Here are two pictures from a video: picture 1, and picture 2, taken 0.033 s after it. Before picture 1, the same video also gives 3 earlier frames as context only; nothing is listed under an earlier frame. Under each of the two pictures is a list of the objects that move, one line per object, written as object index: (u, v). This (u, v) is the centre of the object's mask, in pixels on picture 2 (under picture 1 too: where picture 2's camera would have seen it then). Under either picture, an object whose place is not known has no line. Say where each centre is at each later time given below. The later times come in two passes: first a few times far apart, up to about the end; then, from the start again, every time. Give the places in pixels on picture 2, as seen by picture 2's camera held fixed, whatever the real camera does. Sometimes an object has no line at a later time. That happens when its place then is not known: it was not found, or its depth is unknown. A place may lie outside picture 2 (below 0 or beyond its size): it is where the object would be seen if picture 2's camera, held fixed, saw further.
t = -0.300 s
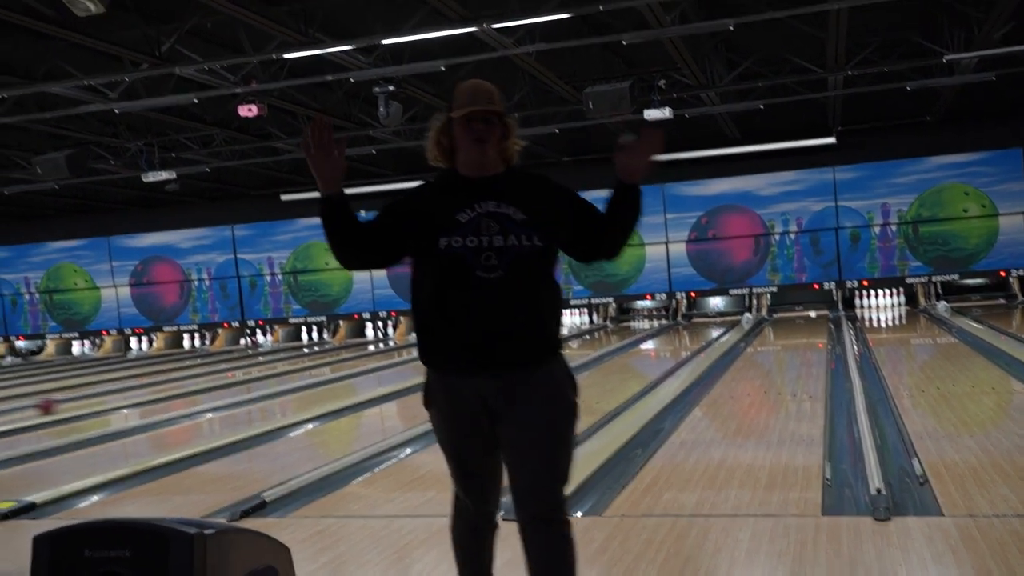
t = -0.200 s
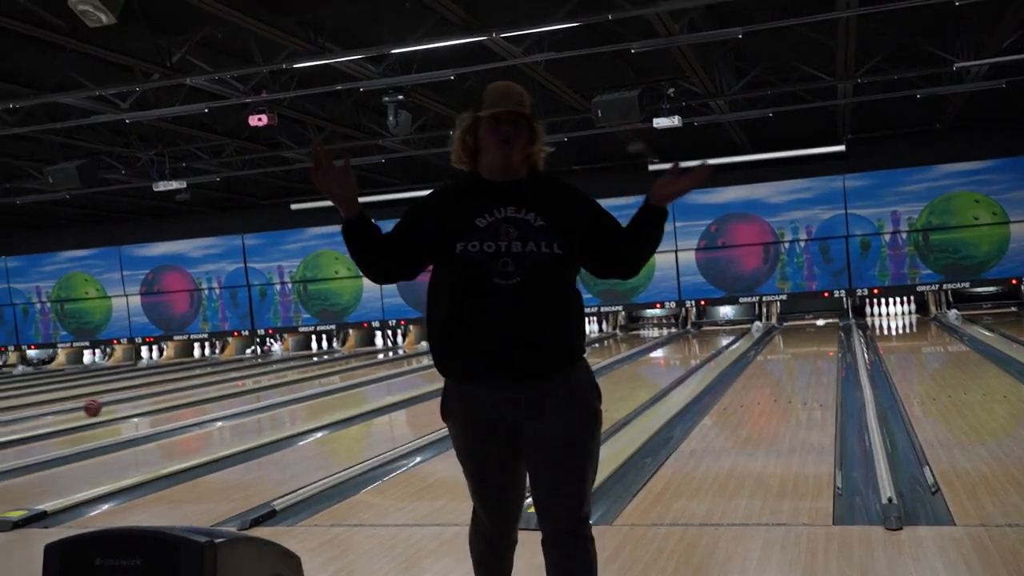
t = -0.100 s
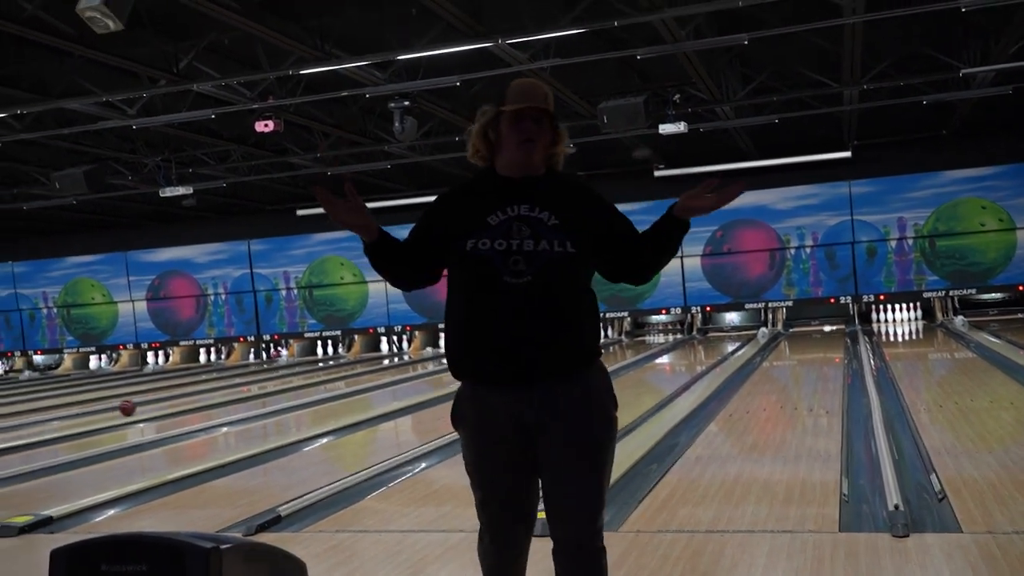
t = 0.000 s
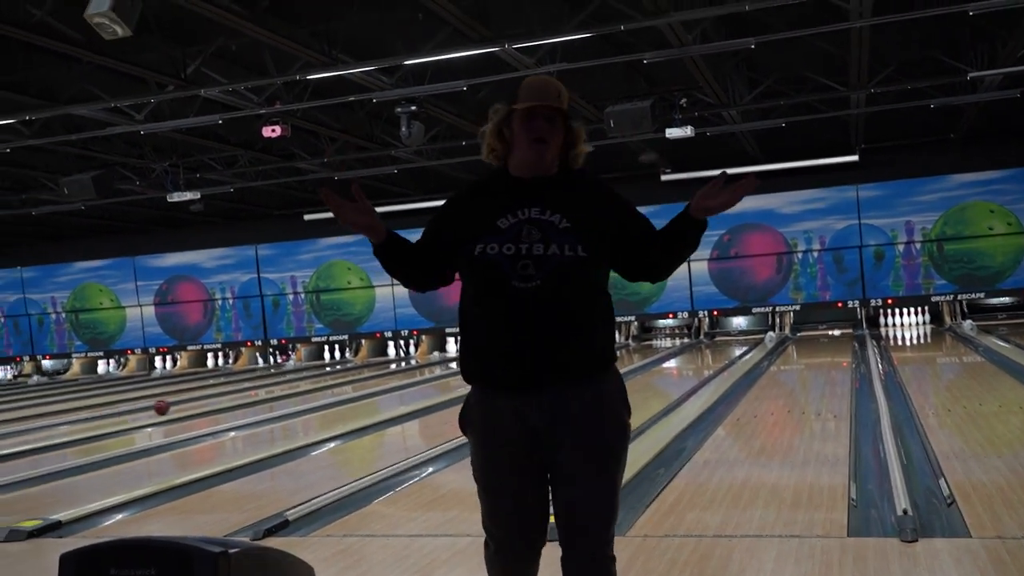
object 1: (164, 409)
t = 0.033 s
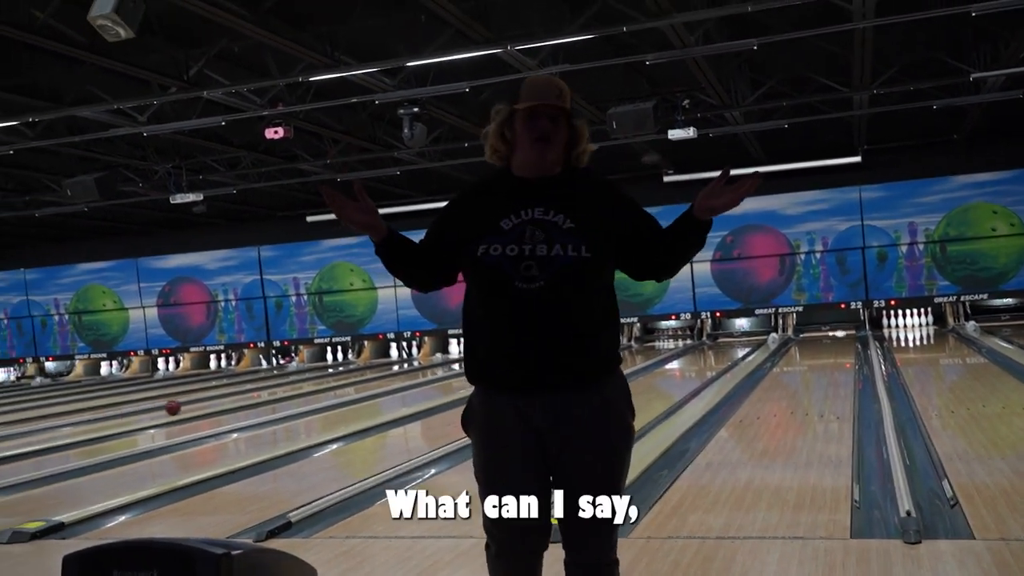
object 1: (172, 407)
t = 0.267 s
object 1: (227, 398)
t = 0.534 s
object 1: (279, 389)
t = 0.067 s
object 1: (180, 406)
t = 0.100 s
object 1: (189, 405)
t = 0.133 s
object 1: (196, 403)
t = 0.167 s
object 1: (204, 402)
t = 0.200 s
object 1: (212, 400)
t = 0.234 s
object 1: (219, 399)
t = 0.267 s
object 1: (227, 398)
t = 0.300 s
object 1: (234, 396)
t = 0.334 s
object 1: (240, 395)
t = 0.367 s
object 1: (247, 394)
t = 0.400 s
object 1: (253, 393)
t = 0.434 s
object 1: (259, 392)
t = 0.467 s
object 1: (267, 391)
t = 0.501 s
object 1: (273, 390)
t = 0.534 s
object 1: (279, 389)
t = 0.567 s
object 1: (285, 387)
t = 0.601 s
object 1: (291, 387)
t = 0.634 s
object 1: (296, 386)
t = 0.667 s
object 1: (303, 385)
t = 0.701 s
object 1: (308, 385)
